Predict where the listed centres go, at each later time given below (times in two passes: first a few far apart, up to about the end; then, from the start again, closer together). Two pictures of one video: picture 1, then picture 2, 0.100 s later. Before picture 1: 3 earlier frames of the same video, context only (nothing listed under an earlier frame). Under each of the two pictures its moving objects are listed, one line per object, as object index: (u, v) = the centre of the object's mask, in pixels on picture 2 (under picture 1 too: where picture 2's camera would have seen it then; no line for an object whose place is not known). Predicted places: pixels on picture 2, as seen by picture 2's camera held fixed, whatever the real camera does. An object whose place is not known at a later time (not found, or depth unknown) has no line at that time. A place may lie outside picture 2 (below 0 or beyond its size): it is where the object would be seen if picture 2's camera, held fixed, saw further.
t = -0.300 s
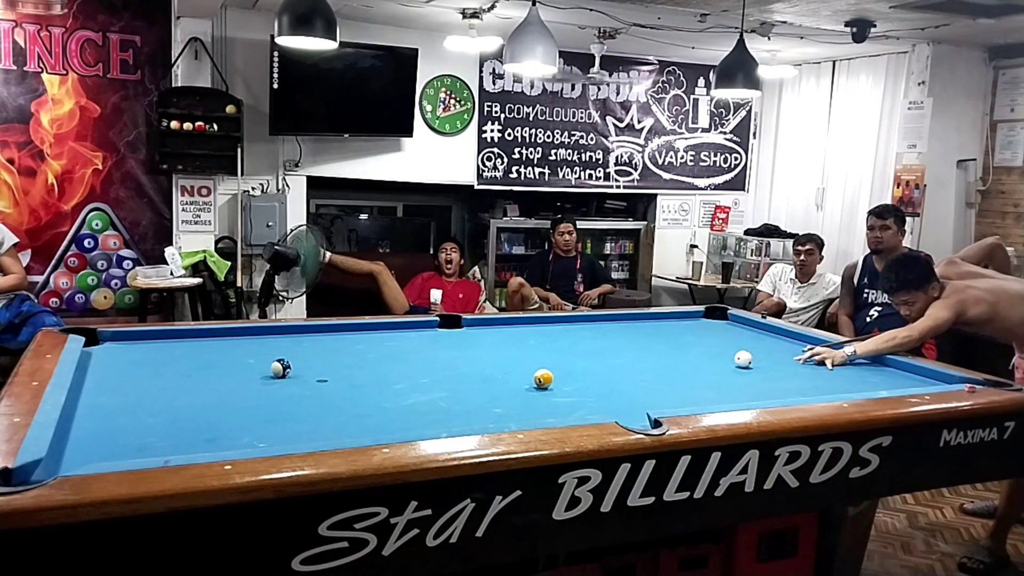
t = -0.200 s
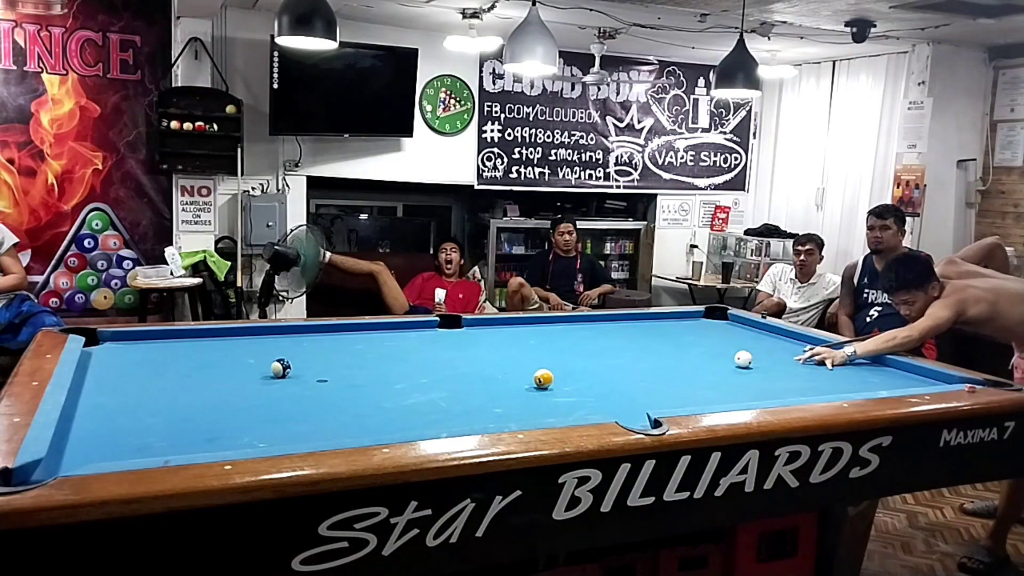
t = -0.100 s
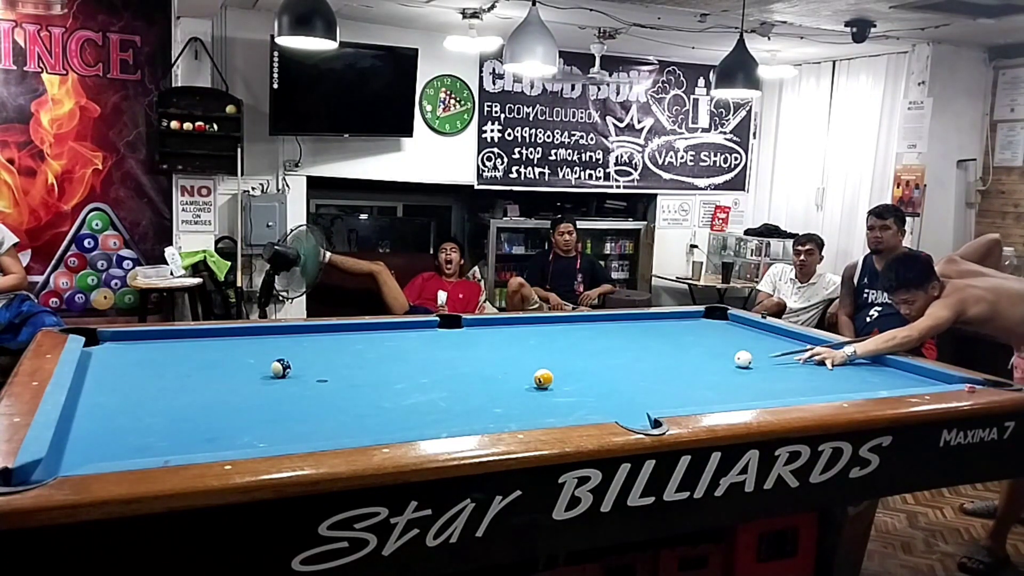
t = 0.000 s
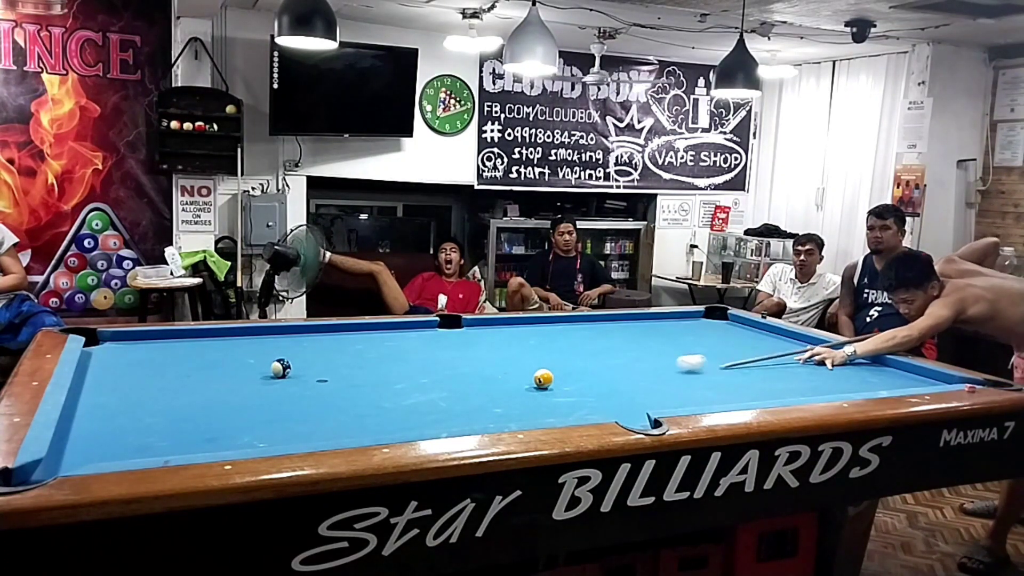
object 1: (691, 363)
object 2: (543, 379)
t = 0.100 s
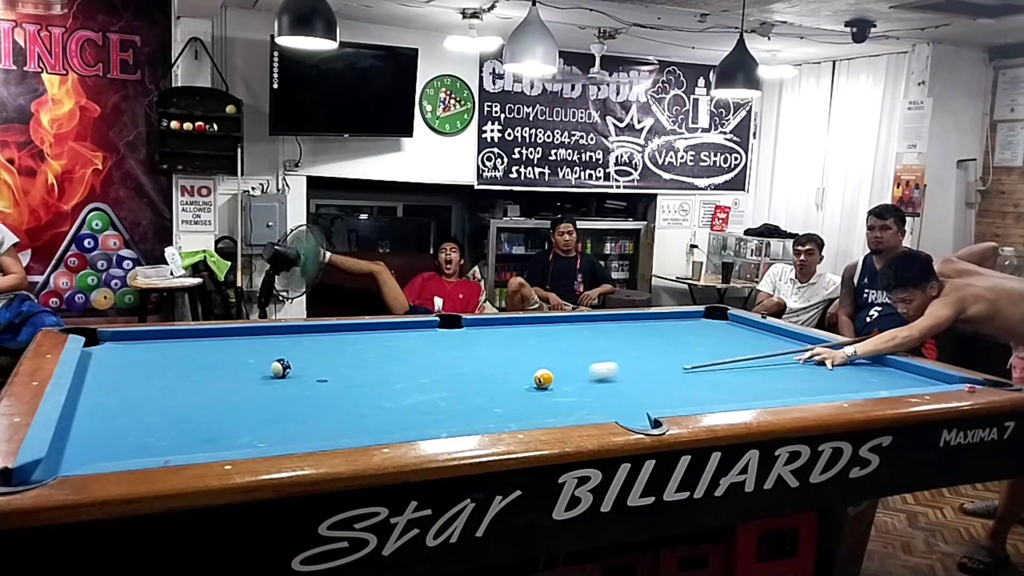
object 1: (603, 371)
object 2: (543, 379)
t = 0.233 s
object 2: (489, 391)
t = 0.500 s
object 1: (495, 361)
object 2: (288, 435)
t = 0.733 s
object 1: (461, 354)
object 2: (94, 454)
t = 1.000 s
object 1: (426, 346)
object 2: (154, 432)
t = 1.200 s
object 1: (403, 340)
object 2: (221, 414)
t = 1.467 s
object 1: (374, 334)
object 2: (295, 393)
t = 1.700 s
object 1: (351, 328)
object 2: (349, 378)
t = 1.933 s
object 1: (346, 329)
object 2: (393, 365)
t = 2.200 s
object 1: (346, 332)
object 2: (436, 354)
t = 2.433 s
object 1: (346, 335)
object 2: (469, 345)
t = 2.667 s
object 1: (345, 337)
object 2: (497, 337)
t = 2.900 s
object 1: (344, 339)
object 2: (522, 330)
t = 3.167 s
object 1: (342, 341)
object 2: (547, 323)
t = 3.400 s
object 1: (340, 343)
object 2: (567, 319)
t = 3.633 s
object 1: (339, 344)
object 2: (591, 320)
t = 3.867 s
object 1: (338, 345)
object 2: (613, 321)
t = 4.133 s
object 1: (338, 346)
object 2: (638, 322)
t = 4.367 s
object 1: (337, 346)
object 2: (657, 323)
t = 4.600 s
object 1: (337, 346)
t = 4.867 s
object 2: (697, 325)
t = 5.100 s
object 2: (715, 326)
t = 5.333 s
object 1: (337, 346)
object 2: (730, 326)
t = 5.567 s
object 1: (337, 346)
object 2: (745, 327)
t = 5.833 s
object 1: (337, 346)
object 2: (760, 327)
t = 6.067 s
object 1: (337, 346)
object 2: (765, 328)
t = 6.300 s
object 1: (337, 346)
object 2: (763, 329)
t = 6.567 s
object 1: (337, 346)
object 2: (761, 330)
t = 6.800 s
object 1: (337, 346)
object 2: (759, 330)
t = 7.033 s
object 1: (337, 346)
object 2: (759, 330)
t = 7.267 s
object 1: (337, 346)
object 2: (759, 330)
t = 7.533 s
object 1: (337, 346)
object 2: (759, 331)
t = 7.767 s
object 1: (337, 346)
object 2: (759, 331)
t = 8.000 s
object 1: (337, 346)
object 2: (760, 330)
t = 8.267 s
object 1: (337, 346)
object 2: (760, 330)
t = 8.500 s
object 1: (337, 346)
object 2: (759, 331)
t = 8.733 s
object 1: (337, 346)
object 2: (759, 331)
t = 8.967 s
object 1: (337, 346)
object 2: (759, 331)
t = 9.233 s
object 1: (337, 346)
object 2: (759, 331)
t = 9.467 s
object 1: (337, 346)
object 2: (759, 331)
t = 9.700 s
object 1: (337, 346)
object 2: (759, 331)
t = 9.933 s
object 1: (337, 346)
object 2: (759, 331)
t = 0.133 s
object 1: (574, 374)
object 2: (543, 379)
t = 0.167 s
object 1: (551, 375)
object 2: (535, 380)
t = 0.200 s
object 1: (545, 373)
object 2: (512, 385)
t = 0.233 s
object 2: (489, 391)
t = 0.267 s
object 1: (533, 370)
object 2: (466, 396)
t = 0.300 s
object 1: (527, 369)
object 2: (441, 401)
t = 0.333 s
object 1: (522, 368)
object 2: (417, 408)
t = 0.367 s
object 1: (516, 366)
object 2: (392, 413)
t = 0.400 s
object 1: (511, 365)
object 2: (367, 419)
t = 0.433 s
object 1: (505, 364)
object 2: (340, 425)
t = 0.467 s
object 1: (500, 363)
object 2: (315, 430)
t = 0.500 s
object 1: (495, 361)
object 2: (288, 435)
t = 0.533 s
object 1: (490, 360)
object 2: (258, 440)
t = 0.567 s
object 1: (485, 359)
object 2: (229, 444)
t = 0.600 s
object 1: (480, 358)
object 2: (197, 449)
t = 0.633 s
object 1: (476, 357)
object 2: (171, 450)
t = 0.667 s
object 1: (470, 356)
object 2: (145, 452)
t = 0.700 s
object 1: (466, 354)
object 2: (119, 452)
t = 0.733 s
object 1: (461, 354)
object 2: (94, 454)
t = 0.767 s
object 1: (457, 352)
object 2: (68, 456)
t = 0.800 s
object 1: (452, 352)
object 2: (71, 454)
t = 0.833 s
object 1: (448, 351)
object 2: (88, 450)
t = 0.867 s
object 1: (444, 349)
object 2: (102, 446)
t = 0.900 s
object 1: (439, 348)
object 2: (116, 443)
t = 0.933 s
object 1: (435, 347)
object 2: (129, 439)
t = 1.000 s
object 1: (426, 346)
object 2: (154, 432)
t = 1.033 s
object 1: (422, 345)
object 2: (166, 429)
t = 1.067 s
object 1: (418, 344)
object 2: (178, 426)
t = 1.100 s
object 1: (414, 343)
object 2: (189, 422)
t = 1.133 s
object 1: (410, 342)
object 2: (200, 419)
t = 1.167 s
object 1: (407, 341)
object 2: (211, 417)
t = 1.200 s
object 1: (403, 340)
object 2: (221, 414)
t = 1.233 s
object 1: (399, 339)
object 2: (231, 411)
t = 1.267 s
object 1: (395, 338)
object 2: (241, 408)
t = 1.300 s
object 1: (392, 337)
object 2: (251, 405)
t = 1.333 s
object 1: (388, 337)
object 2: (260, 403)
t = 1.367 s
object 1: (384, 336)
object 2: (269, 400)
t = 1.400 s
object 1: (381, 335)
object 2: (279, 398)
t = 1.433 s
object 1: (377, 334)
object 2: (287, 395)
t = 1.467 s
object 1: (374, 334)
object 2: (295, 393)
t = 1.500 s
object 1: (370, 333)
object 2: (303, 391)
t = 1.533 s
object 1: (367, 332)
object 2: (312, 388)
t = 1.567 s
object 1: (363, 331)
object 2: (320, 386)
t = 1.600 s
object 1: (360, 330)
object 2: (327, 384)
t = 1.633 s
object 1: (357, 330)
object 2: (334, 382)
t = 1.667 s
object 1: (354, 329)
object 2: (342, 380)
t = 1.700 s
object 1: (351, 328)
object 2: (349, 378)
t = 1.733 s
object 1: (348, 327)
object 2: (356, 376)
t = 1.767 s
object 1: (347, 327)
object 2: (362, 374)
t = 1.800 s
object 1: (347, 328)
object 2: (369, 373)
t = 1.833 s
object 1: (347, 328)
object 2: (375, 371)
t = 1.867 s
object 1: (346, 329)
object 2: (381, 369)
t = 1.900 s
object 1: (347, 329)
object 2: (387, 367)
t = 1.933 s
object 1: (346, 329)
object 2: (393, 365)
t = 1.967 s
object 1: (346, 330)
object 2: (399, 364)
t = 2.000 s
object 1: (346, 330)
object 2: (405, 362)
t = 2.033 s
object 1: (346, 330)
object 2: (410, 361)
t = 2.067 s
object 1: (346, 331)
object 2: (416, 359)
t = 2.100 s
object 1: (346, 331)
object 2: (421, 358)
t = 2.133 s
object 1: (346, 332)
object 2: (426, 357)
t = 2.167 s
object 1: (346, 332)
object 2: (432, 355)
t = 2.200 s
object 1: (346, 332)
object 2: (436, 354)
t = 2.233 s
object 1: (346, 333)
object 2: (441, 352)
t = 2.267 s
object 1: (346, 333)
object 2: (446, 351)
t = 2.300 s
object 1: (346, 333)
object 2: (451, 350)
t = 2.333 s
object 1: (346, 334)
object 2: (456, 348)
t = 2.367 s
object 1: (346, 334)
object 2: (460, 347)
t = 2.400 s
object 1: (346, 334)
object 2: (465, 346)
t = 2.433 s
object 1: (346, 335)
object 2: (469, 345)
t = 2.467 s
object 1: (345, 335)
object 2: (473, 344)
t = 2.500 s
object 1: (345, 335)
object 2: (477, 342)
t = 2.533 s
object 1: (345, 336)
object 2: (481, 341)
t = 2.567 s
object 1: (345, 336)
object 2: (486, 340)
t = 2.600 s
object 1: (345, 336)
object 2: (490, 339)
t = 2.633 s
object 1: (345, 337)
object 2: (493, 338)
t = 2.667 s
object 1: (345, 337)
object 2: (497, 337)
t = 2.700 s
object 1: (345, 337)
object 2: (500, 336)
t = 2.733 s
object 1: (345, 338)
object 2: (504, 335)
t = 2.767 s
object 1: (344, 338)
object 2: (508, 334)
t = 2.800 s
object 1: (344, 338)
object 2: (512, 333)
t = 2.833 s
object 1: (344, 339)
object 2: (515, 332)
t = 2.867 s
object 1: (344, 339)
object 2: (519, 331)
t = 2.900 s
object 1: (344, 339)
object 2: (522, 330)
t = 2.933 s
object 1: (344, 339)
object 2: (525, 329)
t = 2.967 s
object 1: (343, 340)
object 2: (529, 329)
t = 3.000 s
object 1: (343, 340)
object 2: (531, 328)
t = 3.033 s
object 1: (343, 340)
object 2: (535, 327)
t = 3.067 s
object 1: (343, 340)
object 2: (538, 326)
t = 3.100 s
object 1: (343, 341)
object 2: (541, 325)
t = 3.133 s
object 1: (342, 341)
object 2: (544, 324)
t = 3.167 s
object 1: (342, 341)
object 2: (547, 323)
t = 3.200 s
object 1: (342, 341)
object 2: (550, 323)
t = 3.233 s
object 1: (342, 342)
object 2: (553, 322)
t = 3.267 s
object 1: (341, 342)
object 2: (556, 321)
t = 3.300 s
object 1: (341, 342)
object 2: (558, 320)
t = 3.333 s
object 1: (341, 342)
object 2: (562, 320)
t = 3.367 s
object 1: (340, 343)
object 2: (564, 319)
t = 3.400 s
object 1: (340, 343)
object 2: (567, 319)
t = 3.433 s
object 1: (340, 343)
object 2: (571, 319)
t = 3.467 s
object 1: (340, 343)
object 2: (574, 319)
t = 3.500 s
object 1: (340, 343)
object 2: (578, 319)
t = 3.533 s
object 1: (340, 344)
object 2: (581, 319)
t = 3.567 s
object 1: (340, 344)
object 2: (584, 319)
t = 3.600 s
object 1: (339, 344)
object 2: (587, 319)
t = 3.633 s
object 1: (339, 344)
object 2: (591, 320)
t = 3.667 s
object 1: (339, 344)
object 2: (594, 320)
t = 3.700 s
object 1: (339, 344)
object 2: (597, 320)
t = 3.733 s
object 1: (339, 344)
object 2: (600, 320)
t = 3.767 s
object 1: (339, 344)
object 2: (604, 320)
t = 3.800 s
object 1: (339, 345)
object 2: (607, 320)
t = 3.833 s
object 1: (339, 345)
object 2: (610, 320)
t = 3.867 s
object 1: (338, 345)
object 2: (613, 321)
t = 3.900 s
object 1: (338, 345)
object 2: (616, 321)
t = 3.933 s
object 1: (338, 345)
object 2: (619, 321)
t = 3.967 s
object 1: (338, 345)
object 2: (623, 321)
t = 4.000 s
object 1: (338, 345)
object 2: (626, 321)
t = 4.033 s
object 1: (338, 345)
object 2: (628, 322)
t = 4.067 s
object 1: (338, 345)
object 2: (632, 322)
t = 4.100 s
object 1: (338, 345)
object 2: (635, 322)
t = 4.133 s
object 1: (338, 346)
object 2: (638, 322)
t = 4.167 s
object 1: (338, 346)
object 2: (641, 322)
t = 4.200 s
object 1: (338, 346)
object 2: (643, 322)
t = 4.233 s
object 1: (338, 346)
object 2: (646, 322)
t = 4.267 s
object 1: (337, 346)
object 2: (649, 322)
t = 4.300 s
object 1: (337, 346)
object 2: (652, 323)
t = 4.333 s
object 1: (337, 346)
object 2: (655, 323)
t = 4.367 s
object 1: (337, 346)
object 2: (657, 323)
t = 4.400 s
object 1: (337, 346)
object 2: (660, 323)
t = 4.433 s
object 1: (337, 346)
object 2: (662, 323)
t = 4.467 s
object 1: (337, 346)
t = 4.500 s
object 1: (337, 346)
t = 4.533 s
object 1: (337, 346)
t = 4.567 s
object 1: (337, 346)
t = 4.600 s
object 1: (337, 346)
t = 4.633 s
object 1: (337, 346)
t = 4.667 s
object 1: (337, 346)
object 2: (682, 324)
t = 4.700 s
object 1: (337, 346)
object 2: (685, 324)
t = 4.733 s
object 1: (337, 346)
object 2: (687, 324)
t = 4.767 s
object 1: (337, 346)
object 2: (690, 324)
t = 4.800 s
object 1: (337, 346)
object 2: (692, 325)
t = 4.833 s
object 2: (695, 325)
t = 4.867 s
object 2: (697, 325)
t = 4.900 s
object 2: (700, 325)
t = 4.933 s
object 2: (702, 325)
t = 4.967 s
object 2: (705, 325)
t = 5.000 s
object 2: (707, 325)
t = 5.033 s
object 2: (710, 326)
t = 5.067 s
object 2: (712, 325)
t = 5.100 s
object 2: (715, 326)
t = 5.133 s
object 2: (717, 326)
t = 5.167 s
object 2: (719, 326)
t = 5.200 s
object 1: (340, 345)
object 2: (721, 326)
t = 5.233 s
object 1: (337, 346)
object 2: (723, 326)
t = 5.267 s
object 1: (337, 346)
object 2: (726, 326)
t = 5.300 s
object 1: (337, 346)
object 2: (728, 326)
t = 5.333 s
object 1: (337, 346)
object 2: (730, 326)
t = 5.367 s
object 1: (337, 346)
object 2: (732, 326)
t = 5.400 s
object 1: (337, 346)
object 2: (734, 326)
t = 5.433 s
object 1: (337, 346)
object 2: (736, 326)
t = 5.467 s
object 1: (337, 346)
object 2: (738, 327)
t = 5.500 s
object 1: (337, 346)
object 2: (740, 327)
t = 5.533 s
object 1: (337, 346)
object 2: (742, 327)
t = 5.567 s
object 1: (337, 346)
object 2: (745, 327)
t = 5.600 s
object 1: (337, 346)
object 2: (747, 327)
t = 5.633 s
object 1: (337, 346)
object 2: (749, 327)
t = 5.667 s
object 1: (337, 346)
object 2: (751, 327)
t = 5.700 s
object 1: (337, 346)
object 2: (753, 327)
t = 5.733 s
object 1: (337, 346)
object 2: (754, 327)
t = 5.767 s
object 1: (337, 346)
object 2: (756, 327)
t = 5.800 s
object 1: (337, 346)
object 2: (758, 327)
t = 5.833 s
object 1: (337, 346)
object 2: (760, 327)
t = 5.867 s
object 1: (337, 346)
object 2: (762, 328)
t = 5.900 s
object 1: (337, 346)
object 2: (764, 328)
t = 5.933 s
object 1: (337, 346)
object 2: (766, 328)
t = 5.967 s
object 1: (337, 346)
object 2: (766, 328)
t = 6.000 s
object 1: (337, 346)
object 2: (766, 328)
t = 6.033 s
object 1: (337, 346)
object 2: (765, 328)
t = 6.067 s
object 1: (337, 346)
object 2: (765, 328)
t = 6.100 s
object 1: (337, 346)
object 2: (765, 328)
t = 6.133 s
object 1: (337, 346)
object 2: (764, 328)
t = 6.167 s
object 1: (337, 346)
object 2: (764, 328)
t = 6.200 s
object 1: (337, 346)
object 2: (764, 328)
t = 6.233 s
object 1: (337, 346)
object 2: (763, 328)
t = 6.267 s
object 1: (337, 346)
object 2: (763, 328)
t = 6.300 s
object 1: (337, 346)
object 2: (763, 329)
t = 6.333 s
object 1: (337, 346)
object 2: (763, 329)
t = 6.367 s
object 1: (337, 346)
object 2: (762, 329)
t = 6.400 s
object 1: (337, 346)
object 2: (762, 329)
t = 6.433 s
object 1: (337, 346)
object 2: (762, 329)
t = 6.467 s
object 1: (337, 346)
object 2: (761, 329)
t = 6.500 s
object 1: (337, 346)
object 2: (761, 329)
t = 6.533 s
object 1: (337, 346)
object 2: (761, 329)
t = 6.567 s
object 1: (337, 346)
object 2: (761, 330)
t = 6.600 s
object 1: (337, 346)
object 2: (760, 330)
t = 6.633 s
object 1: (337, 346)
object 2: (760, 330)
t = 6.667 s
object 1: (337, 346)
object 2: (760, 330)
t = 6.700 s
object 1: (337, 346)
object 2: (760, 330)
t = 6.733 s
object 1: (337, 346)
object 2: (760, 330)
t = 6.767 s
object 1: (337, 346)
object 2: (760, 330)
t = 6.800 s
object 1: (337, 346)
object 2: (759, 330)
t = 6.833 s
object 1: (337, 346)
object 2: (759, 330)
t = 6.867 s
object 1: (337, 346)
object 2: (759, 330)
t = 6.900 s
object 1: (337, 346)
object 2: (759, 330)
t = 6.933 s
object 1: (337, 346)
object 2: (759, 330)
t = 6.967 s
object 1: (337, 346)
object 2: (759, 330)
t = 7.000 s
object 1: (337, 346)
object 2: (759, 330)
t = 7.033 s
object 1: (337, 346)
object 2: (759, 330)
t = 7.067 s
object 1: (337, 346)
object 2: (759, 330)
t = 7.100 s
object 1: (337, 346)
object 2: (759, 330)
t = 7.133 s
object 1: (337, 346)
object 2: (759, 330)
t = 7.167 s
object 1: (337, 346)
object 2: (759, 330)
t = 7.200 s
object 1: (337, 346)
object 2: (759, 330)
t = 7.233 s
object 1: (337, 346)
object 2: (759, 330)
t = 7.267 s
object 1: (337, 346)
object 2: (759, 330)
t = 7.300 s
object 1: (337, 346)
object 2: (759, 330)
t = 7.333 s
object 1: (337, 346)
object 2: (759, 330)
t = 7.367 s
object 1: (337, 346)
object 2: (759, 330)
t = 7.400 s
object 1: (337, 346)
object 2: (759, 330)
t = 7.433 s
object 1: (337, 346)
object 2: (759, 331)
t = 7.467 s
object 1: (337, 346)
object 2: (759, 331)
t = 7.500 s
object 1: (337, 346)
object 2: (759, 331)
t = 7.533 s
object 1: (337, 346)
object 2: (759, 331)
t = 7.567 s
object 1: (337, 346)
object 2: (759, 331)
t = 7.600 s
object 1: (337, 346)
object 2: (759, 331)
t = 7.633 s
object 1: (337, 346)
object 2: (760, 330)
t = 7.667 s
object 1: (337, 346)
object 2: (759, 331)
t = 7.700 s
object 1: (337, 346)
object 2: (759, 331)
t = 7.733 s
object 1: (337, 346)
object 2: (760, 330)
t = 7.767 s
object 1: (337, 346)
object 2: (759, 331)
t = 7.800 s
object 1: (337, 346)
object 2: (759, 331)
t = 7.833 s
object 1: (337, 346)
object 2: (759, 331)
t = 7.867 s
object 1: (337, 346)
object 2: (760, 330)
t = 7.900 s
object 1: (337, 346)
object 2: (759, 331)
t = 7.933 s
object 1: (337, 346)
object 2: (759, 331)
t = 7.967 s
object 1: (337, 346)
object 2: (759, 331)
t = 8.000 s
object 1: (337, 346)
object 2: (760, 330)
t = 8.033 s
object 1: (337, 346)
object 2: (760, 330)
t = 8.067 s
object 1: (337, 346)
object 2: (759, 331)
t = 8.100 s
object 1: (337, 346)
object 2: (759, 331)
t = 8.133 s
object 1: (337, 346)
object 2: (760, 330)
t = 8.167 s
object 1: (337, 346)
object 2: (760, 330)
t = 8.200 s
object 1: (337, 346)
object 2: (759, 331)
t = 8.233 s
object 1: (337, 346)
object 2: (759, 331)
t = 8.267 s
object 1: (337, 346)
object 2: (760, 330)
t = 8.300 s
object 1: (337, 346)
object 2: (760, 330)
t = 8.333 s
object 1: (337, 346)
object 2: (759, 331)
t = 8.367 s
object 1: (337, 346)
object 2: (759, 331)
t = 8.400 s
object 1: (337, 346)
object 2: (759, 331)
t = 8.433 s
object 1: (337, 346)
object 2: (759, 331)
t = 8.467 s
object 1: (337, 346)
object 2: (759, 331)
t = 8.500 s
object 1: (337, 346)
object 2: (759, 331)
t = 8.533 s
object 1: (337, 346)
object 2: (759, 331)
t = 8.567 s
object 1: (337, 346)
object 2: (759, 331)
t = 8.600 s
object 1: (337, 346)
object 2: (759, 331)
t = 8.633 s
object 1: (337, 346)
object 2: (759, 331)
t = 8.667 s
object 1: (337, 346)
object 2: (760, 330)
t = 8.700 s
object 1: (337, 346)
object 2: (760, 330)
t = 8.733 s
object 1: (337, 346)
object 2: (759, 331)
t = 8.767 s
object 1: (337, 346)
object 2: (760, 330)
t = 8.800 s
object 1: (337, 346)
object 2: (759, 331)
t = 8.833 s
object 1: (337, 346)
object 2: (759, 331)
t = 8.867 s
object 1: (337, 346)
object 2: (759, 331)
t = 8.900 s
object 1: (337, 346)
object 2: (759, 331)
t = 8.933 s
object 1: (337, 346)
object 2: (759, 331)
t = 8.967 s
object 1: (337, 346)
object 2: (759, 331)
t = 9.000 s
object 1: (337, 346)
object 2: (759, 331)
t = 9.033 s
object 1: (337, 346)
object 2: (760, 330)
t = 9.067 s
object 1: (337, 346)
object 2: (759, 331)
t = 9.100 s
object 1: (337, 346)
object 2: (759, 331)
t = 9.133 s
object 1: (337, 346)
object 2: (760, 330)
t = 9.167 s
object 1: (337, 346)
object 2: (759, 331)
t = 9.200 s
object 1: (337, 346)
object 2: (759, 331)
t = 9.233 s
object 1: (337, 346)
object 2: (759, 331)
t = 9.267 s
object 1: (337, 346)
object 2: (759, 331)
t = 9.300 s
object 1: (337, 346)
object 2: (759, 331)
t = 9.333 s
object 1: (337, 346)
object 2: (759, 331)
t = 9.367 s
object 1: (337, 346)
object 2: (759, 331)
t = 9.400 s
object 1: (337, 346)
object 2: (759, 331)
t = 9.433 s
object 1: (337, 346)
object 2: (759, 331)
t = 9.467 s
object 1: (337, 346)
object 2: (759, 331)
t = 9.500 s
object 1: (337, 346)
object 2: (760, 330)
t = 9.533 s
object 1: (337, 346)
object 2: (760, 330)
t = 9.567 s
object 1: (337, 346)
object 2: (759, 331)
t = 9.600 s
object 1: (337, 346)
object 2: (760, 330)
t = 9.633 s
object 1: (337, 346)
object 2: (759, 331)
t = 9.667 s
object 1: (337, 346)
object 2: (759, 331)
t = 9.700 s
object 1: (337, 346)
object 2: (759, 331)
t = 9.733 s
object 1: (337, 346)
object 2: (759, 331)
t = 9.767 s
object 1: (337, 346)
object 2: (759, 331)
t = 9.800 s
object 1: (337, 346)
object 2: (759, 331)
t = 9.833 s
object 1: (337, 346)
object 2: (759, 331)
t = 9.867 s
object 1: (337, 346)
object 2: (759, 331)
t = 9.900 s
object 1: (337, 346)
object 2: (759, 331)
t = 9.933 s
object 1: (337, 346)
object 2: (759, 331)
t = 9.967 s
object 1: (337, 346)
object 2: (759, 331)
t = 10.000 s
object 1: (337, 346)
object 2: (759, 331)
